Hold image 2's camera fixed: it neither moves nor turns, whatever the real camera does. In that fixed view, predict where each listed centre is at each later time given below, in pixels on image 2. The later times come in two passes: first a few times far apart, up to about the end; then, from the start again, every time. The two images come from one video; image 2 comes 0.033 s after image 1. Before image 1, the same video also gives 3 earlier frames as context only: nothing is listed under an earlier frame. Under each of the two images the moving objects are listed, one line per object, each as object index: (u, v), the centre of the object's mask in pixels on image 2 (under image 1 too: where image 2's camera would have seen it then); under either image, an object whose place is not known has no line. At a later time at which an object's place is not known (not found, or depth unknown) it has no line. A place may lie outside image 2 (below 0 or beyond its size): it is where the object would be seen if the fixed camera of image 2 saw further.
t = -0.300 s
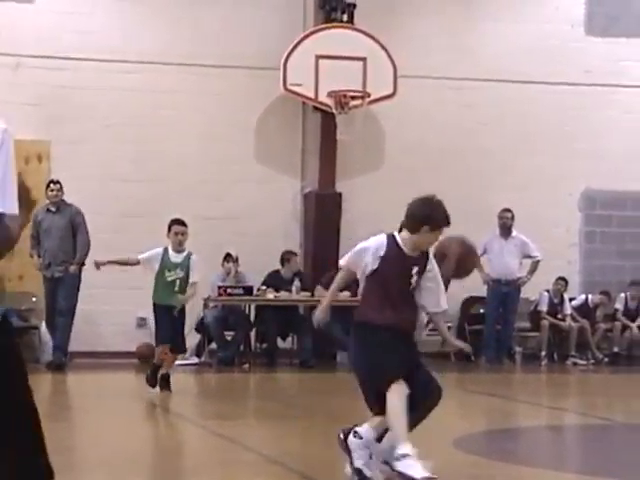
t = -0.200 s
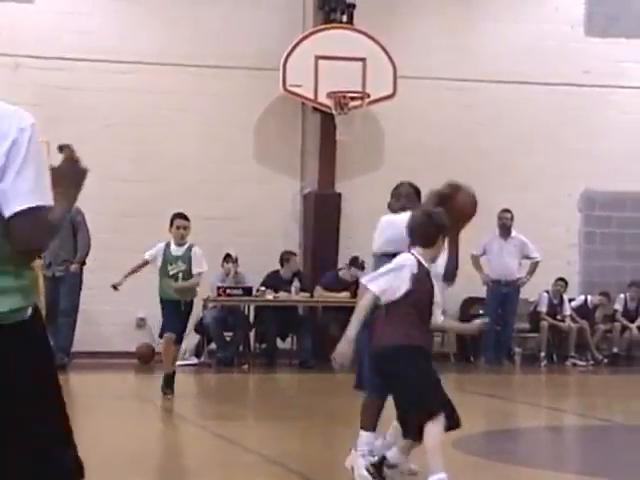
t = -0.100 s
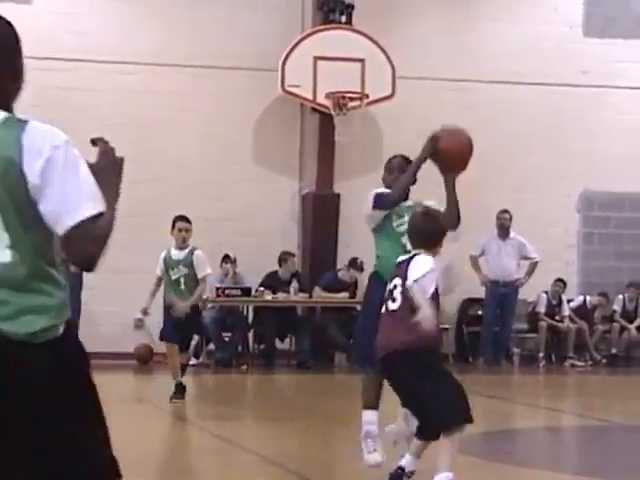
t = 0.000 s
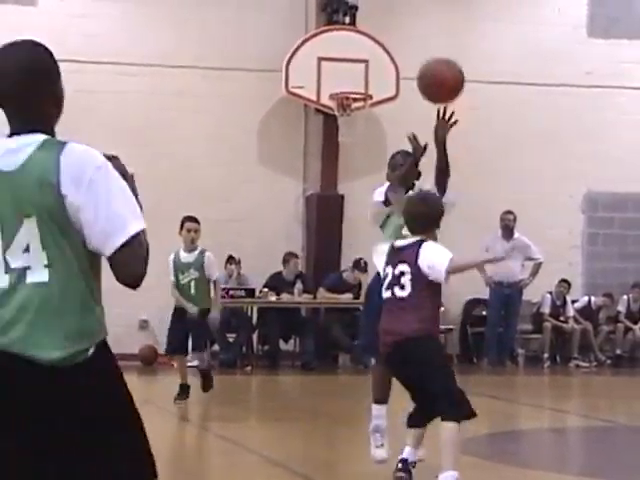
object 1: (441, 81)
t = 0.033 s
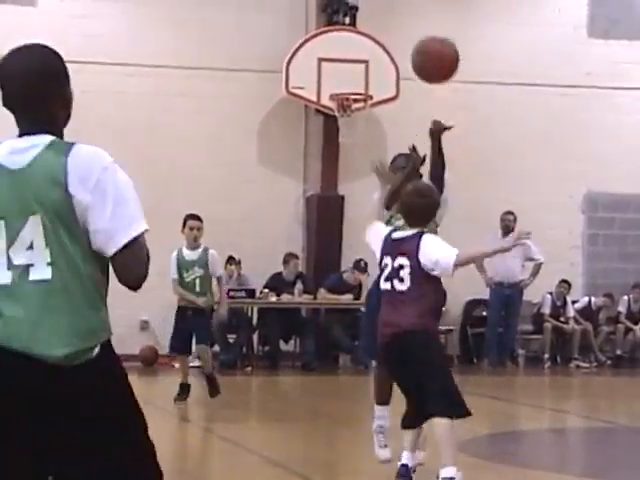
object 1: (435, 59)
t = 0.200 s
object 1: (402, -12)
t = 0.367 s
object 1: (362, -53)
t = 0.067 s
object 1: (429, 39)
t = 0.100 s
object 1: (422, 22)
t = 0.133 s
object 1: (416, 9)
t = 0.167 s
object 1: (409, -2)
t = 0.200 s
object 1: (402, -12)
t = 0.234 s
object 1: (394, -23)
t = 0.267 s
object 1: (387, -37)
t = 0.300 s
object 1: (379, -48)
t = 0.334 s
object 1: (371, -54)
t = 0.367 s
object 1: (362, -53)
